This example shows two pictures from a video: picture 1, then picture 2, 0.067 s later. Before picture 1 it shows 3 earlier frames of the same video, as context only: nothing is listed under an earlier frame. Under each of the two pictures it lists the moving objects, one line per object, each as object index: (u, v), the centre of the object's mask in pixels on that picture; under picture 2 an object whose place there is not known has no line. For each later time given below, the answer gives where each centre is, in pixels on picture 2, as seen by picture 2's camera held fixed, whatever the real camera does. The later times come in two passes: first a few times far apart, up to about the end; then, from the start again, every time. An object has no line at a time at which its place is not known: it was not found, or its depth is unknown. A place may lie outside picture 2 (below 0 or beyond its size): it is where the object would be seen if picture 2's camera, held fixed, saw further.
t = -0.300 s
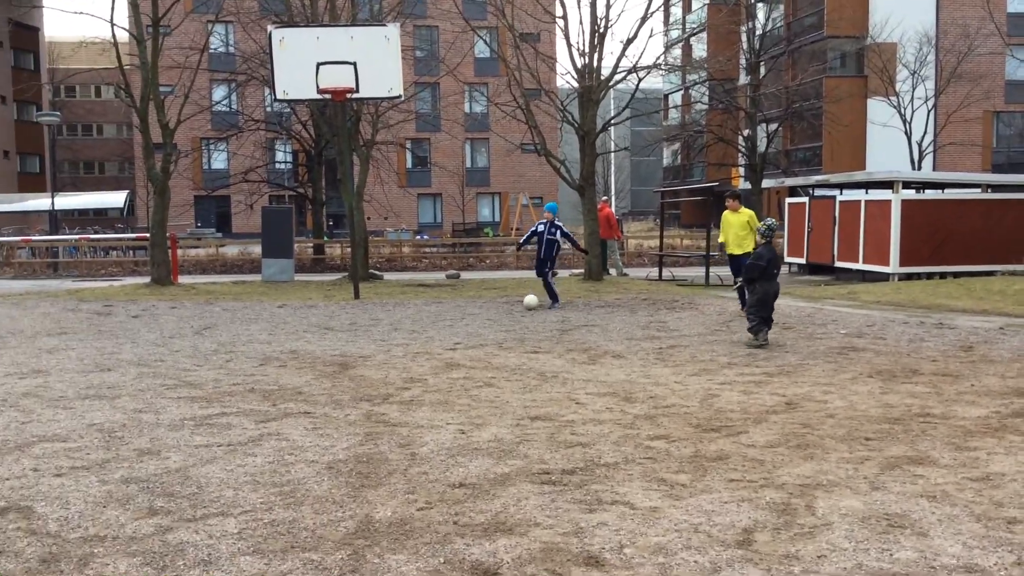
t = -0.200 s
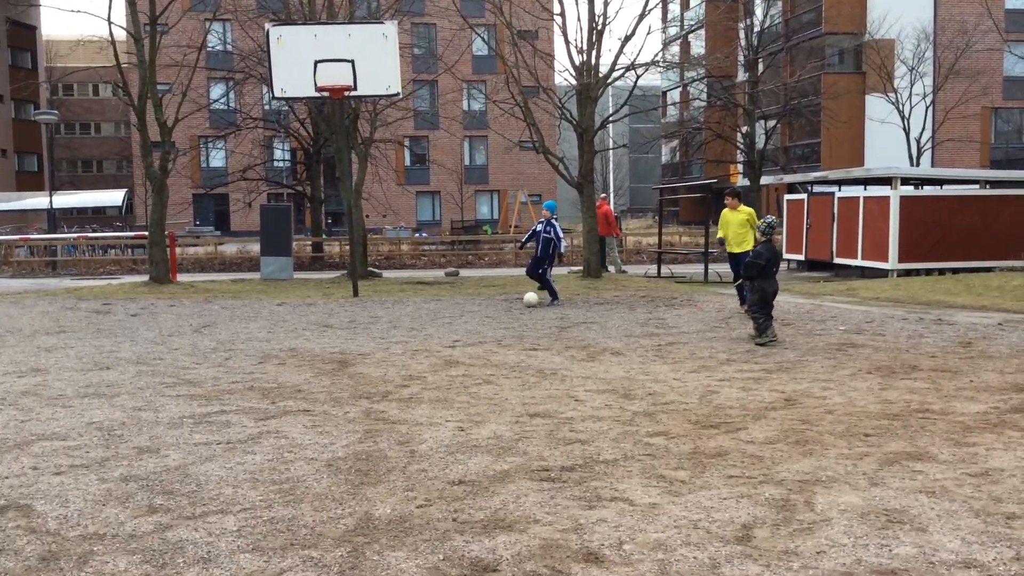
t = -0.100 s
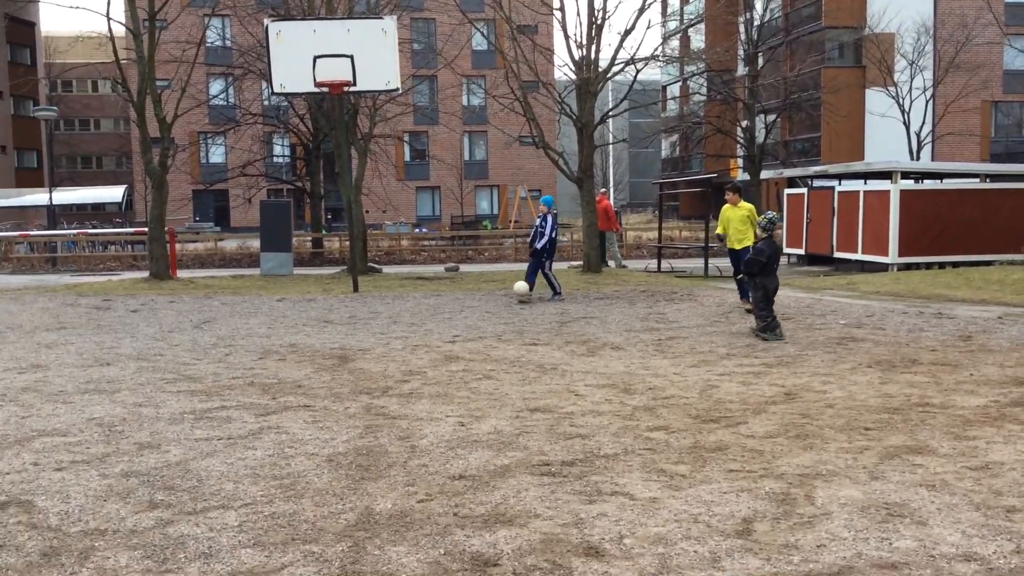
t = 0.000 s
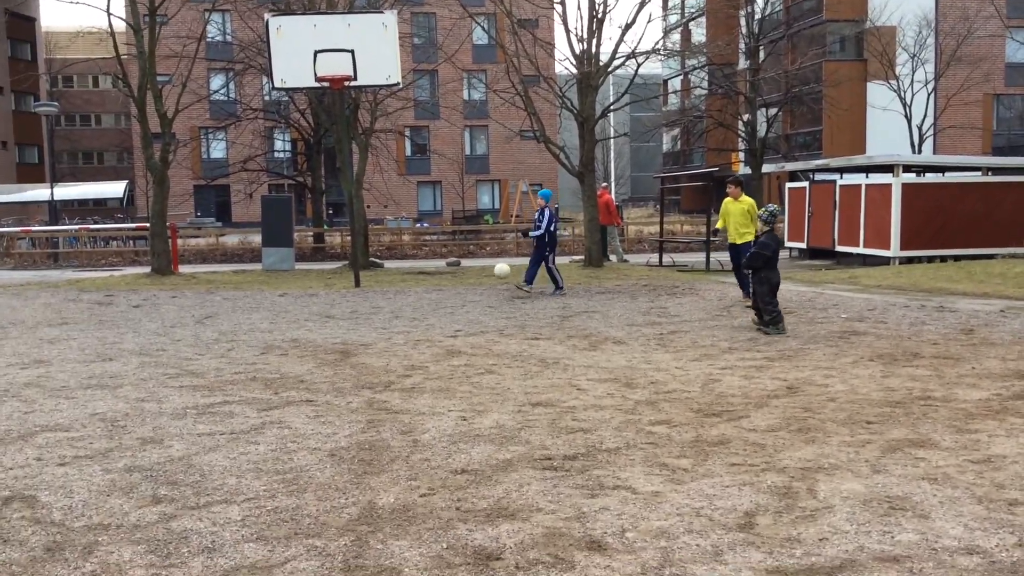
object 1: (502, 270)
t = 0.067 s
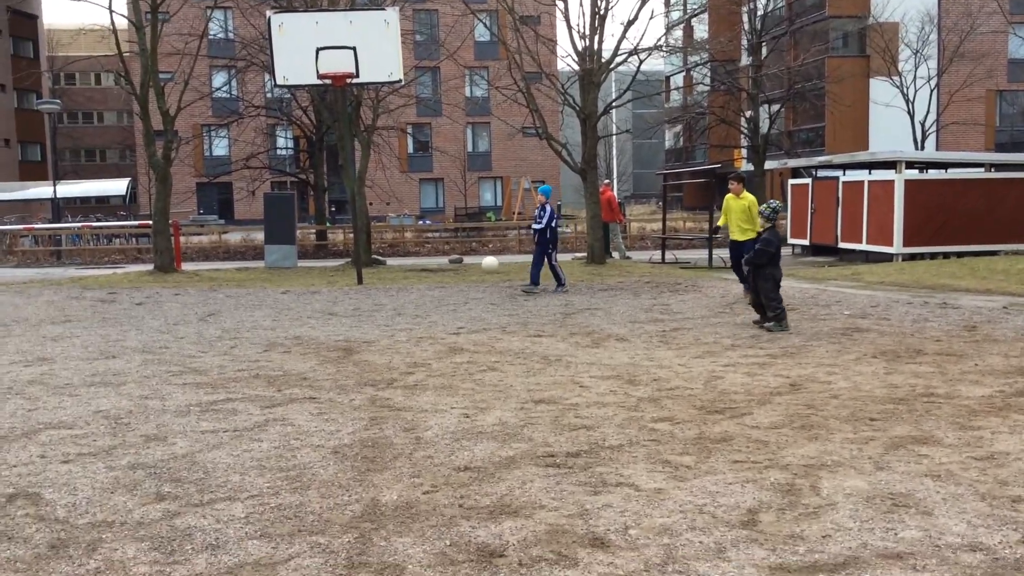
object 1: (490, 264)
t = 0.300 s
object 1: (435, 282)
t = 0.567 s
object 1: (367, 297)
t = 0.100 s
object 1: (483, 263)
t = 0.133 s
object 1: (475, 263)
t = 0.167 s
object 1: (467, 265)
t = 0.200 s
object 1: (459, 268)
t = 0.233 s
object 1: (451, 271)
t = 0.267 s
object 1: (443, 276)
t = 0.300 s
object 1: (435, 282)
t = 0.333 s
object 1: (426, 289)
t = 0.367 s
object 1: (417, 297)
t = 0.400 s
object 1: (408, 307)
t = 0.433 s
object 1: (400, 307)
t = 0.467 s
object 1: (392, 303)
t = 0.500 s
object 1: (384, 300)
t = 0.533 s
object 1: (375, 298)
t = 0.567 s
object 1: (367, 297)
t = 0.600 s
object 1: (358, 297)
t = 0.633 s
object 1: (349, 298)
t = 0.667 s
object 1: (339, 301)
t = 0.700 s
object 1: (330, 304)
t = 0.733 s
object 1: (320, 309)
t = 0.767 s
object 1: (309, 316)
